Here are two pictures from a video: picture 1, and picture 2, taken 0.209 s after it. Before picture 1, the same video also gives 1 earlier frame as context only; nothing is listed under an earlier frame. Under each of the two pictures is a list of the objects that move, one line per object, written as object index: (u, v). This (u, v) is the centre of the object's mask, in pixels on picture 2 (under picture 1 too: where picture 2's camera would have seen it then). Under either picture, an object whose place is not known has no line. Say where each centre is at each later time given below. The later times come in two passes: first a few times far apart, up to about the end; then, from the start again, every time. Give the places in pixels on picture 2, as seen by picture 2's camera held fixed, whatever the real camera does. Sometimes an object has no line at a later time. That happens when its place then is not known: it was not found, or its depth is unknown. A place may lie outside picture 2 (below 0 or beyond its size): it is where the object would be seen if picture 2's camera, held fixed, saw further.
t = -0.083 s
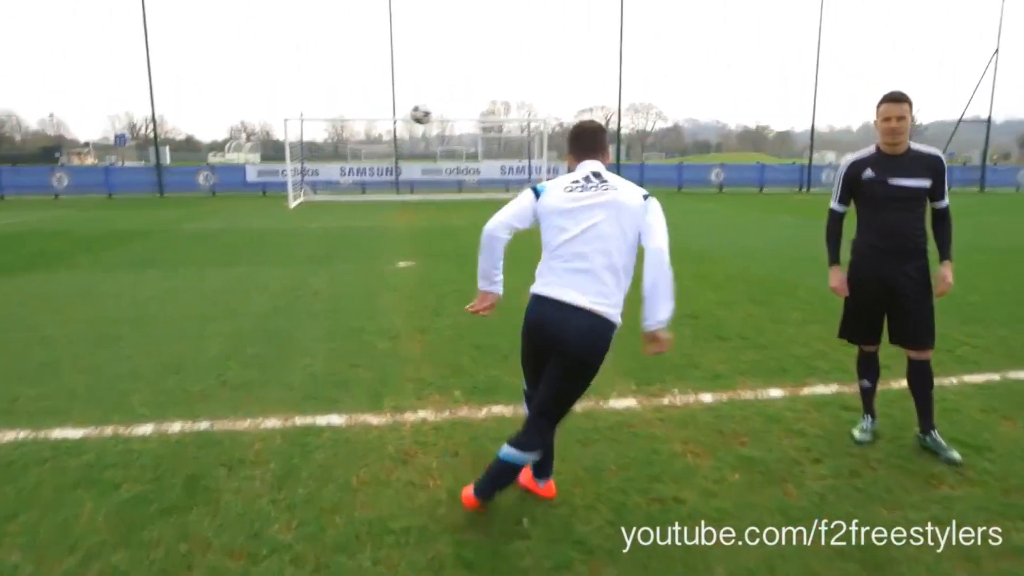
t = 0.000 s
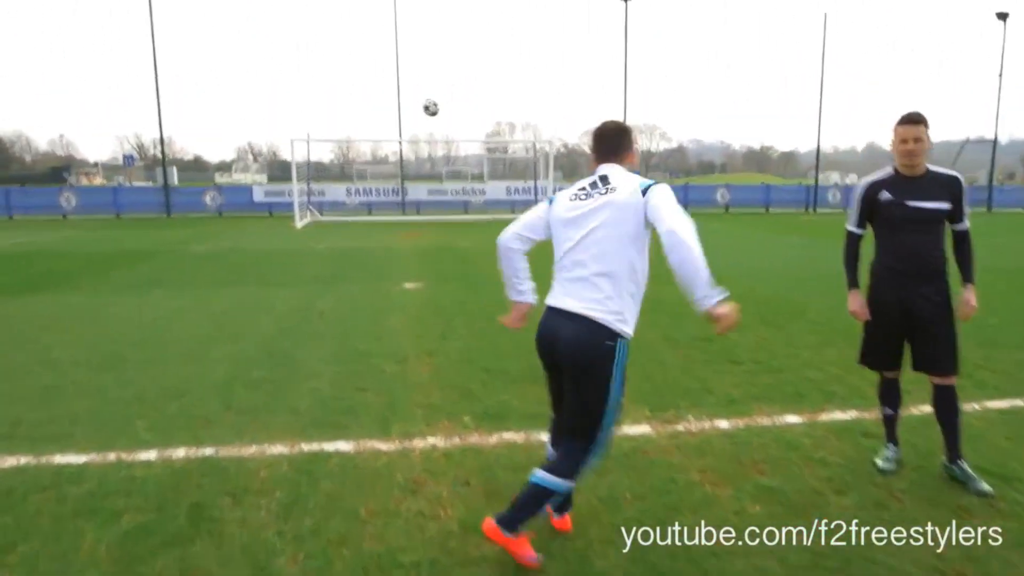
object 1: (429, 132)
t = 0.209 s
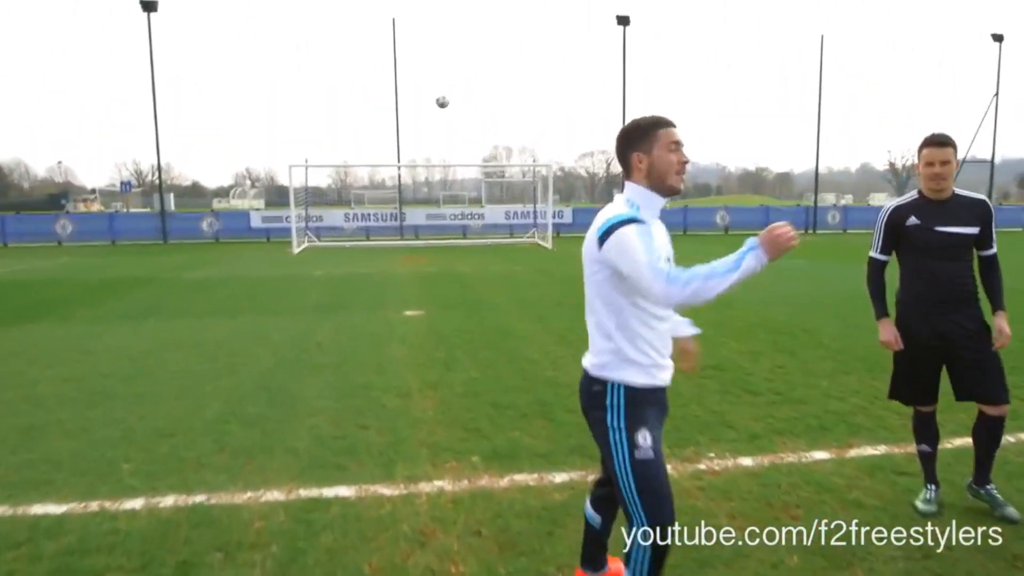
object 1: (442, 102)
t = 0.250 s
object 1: (444, 101)
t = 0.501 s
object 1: (457, 112)
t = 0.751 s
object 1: (470, 138)
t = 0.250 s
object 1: (444, 101)
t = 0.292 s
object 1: (446, 101)
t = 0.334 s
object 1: (448, 102)
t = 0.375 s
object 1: (450, 104)
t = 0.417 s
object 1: (453, 107)
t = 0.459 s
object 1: (455, 109)
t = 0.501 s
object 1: (457, 112)
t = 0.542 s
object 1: (460, 116)
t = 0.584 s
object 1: (462, 120)
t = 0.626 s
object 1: (464, 124)
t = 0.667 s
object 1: (466, 129)
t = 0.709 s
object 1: (468, 134)
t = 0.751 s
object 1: (470, 138)
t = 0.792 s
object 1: (472, 143)
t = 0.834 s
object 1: (475, 149)
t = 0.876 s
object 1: (478, 154)
